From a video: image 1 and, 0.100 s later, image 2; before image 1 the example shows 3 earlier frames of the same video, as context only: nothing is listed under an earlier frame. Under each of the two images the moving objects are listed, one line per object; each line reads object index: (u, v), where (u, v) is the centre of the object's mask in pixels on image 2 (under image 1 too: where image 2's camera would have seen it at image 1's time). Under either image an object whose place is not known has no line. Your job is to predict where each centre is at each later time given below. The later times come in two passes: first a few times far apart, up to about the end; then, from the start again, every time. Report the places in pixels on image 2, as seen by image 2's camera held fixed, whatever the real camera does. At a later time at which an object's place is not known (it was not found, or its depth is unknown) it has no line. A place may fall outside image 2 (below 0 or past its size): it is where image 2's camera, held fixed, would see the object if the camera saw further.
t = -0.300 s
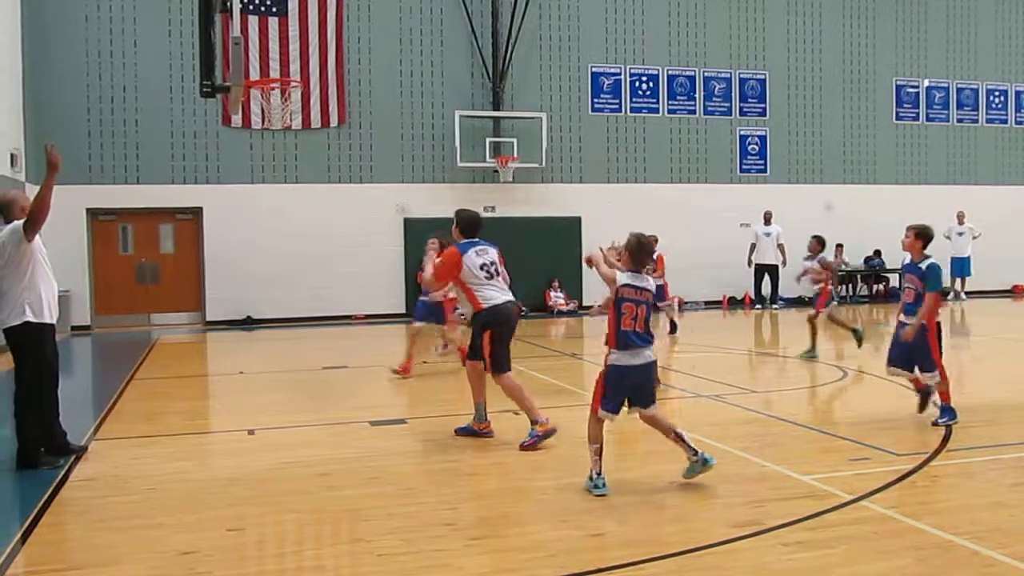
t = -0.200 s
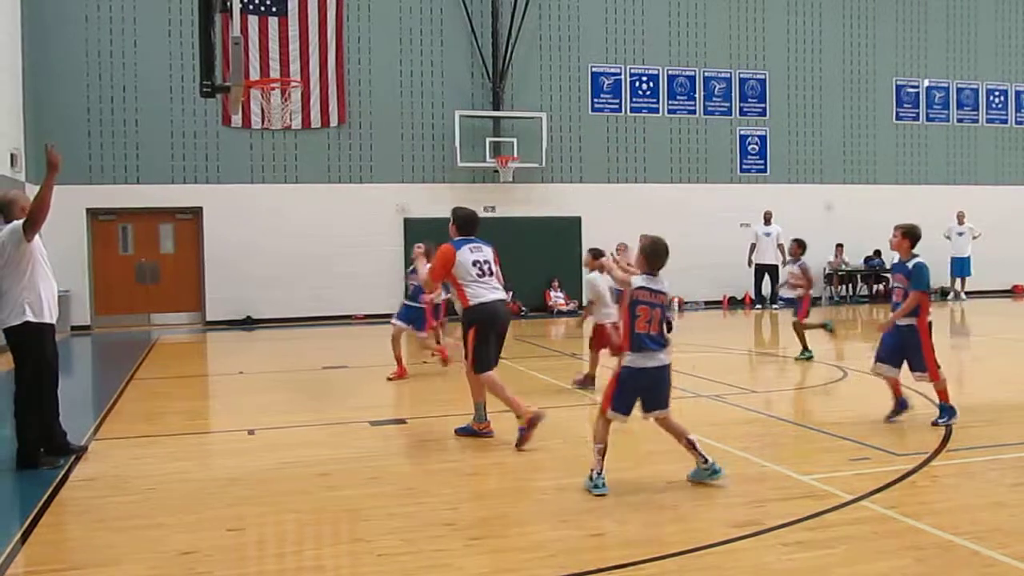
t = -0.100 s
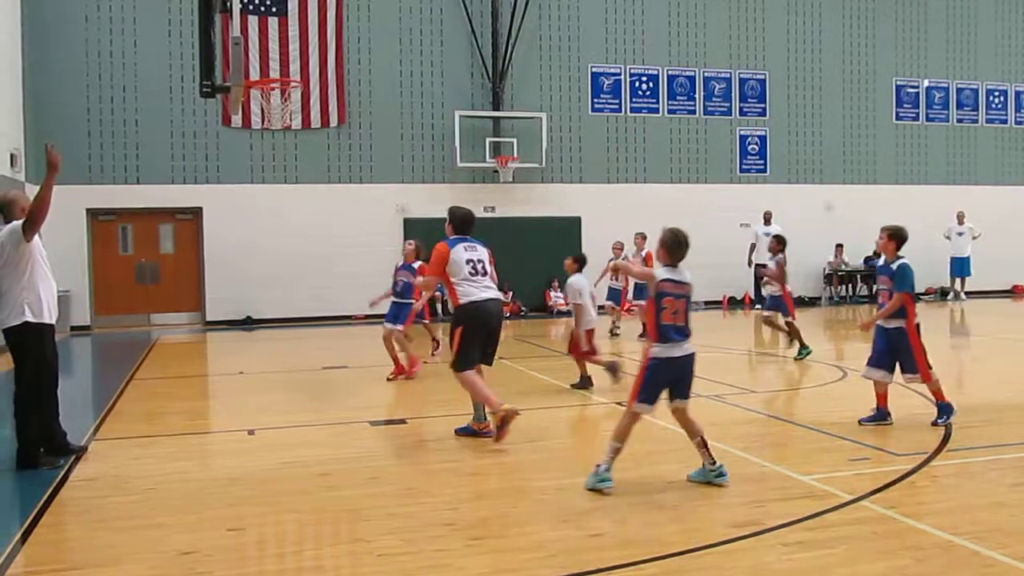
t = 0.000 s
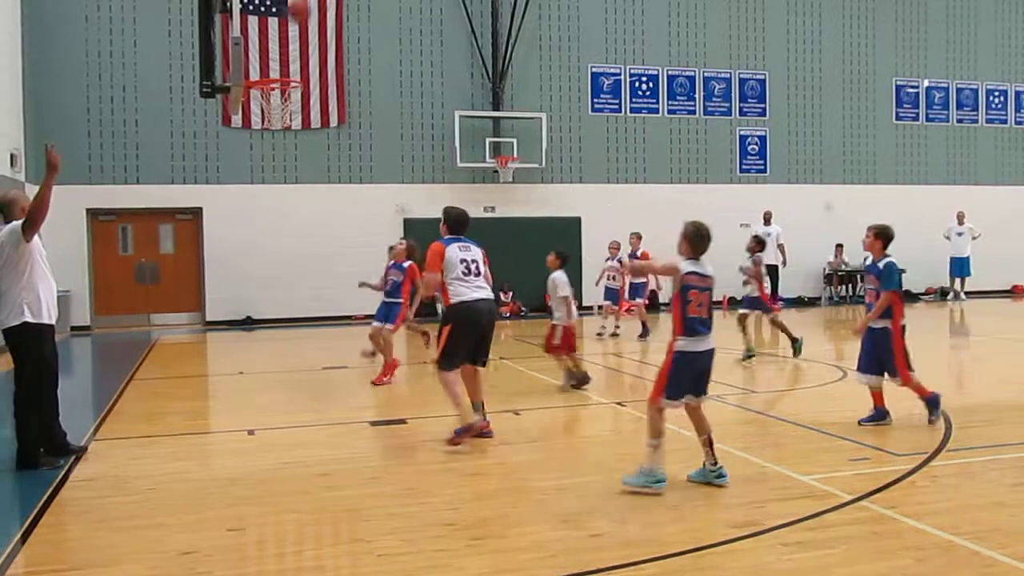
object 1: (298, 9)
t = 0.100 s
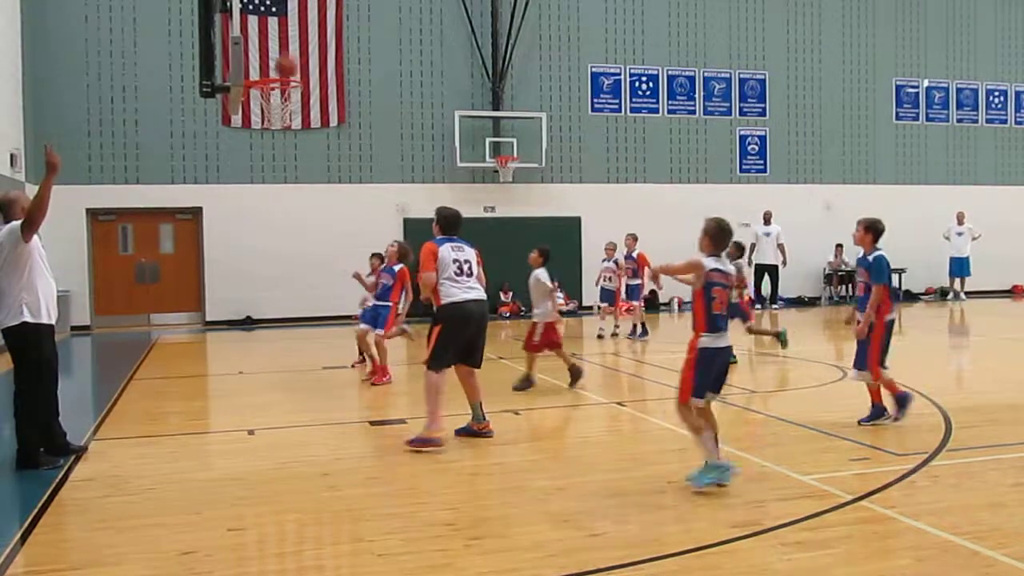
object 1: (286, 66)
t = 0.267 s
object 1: (262, 130)
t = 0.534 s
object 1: (231, 254)
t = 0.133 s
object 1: (281, 89)
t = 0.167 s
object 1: (278, 96)
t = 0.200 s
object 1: (272, 109)
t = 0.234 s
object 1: (266, 119)
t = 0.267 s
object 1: (262, 130)
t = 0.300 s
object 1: (258, 141)
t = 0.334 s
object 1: (254, 154)
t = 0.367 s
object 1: (251, 167)
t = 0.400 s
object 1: (246, 181)
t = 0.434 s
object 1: (242, 198)
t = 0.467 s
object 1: (239, 216)
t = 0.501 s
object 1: (235, 234)
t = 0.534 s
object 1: (231, 254)
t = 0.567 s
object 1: (227, 275)
